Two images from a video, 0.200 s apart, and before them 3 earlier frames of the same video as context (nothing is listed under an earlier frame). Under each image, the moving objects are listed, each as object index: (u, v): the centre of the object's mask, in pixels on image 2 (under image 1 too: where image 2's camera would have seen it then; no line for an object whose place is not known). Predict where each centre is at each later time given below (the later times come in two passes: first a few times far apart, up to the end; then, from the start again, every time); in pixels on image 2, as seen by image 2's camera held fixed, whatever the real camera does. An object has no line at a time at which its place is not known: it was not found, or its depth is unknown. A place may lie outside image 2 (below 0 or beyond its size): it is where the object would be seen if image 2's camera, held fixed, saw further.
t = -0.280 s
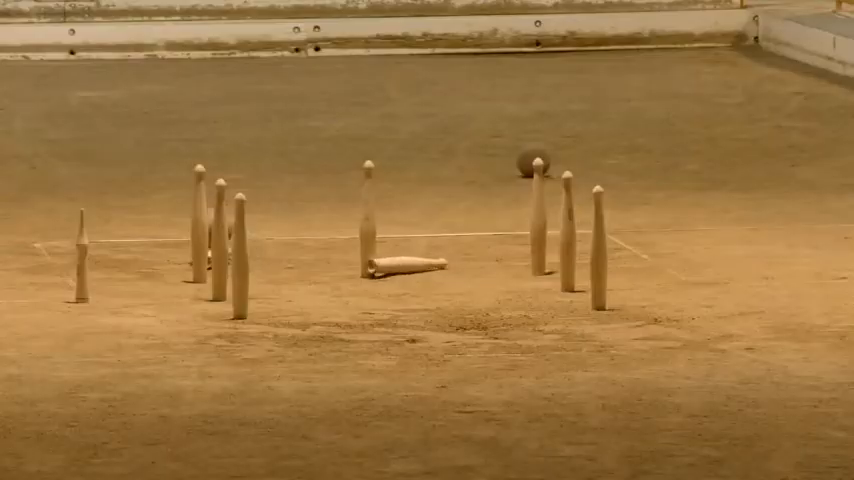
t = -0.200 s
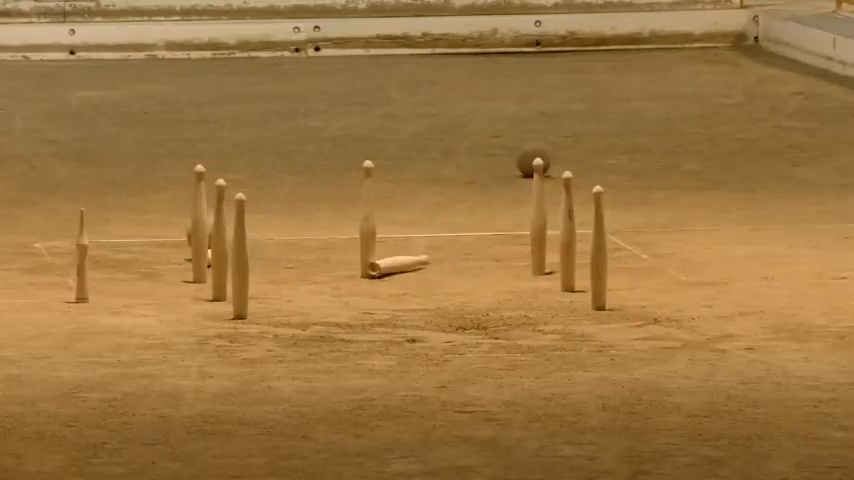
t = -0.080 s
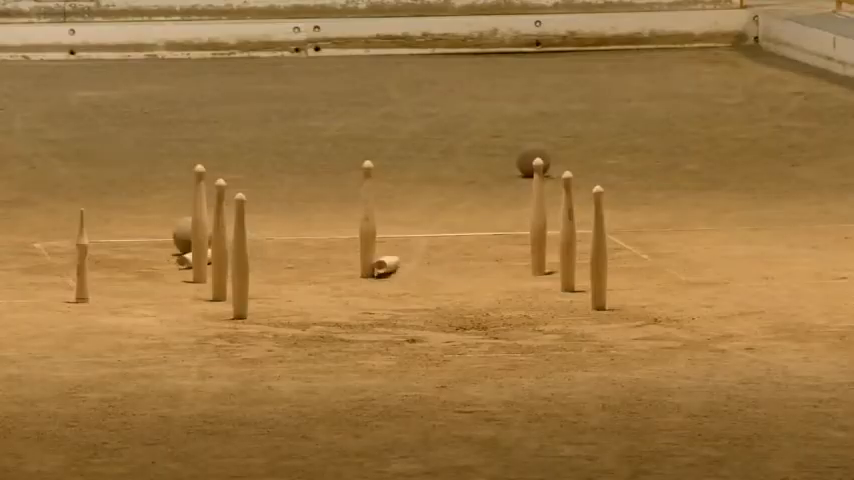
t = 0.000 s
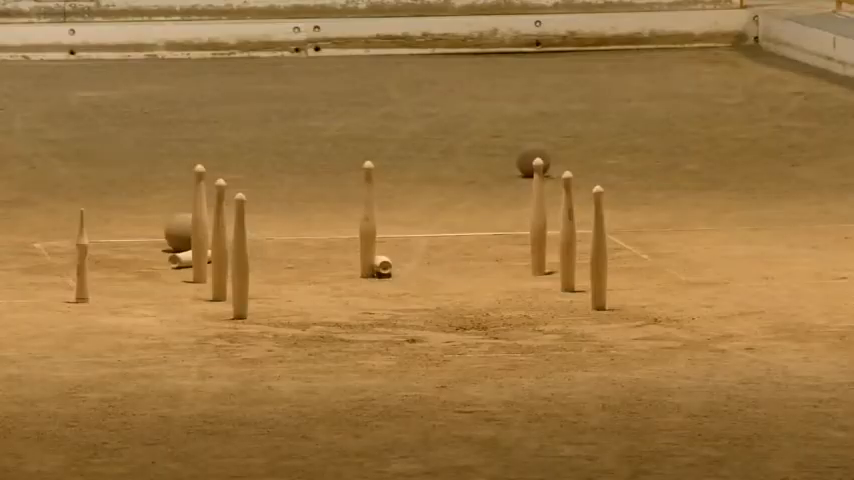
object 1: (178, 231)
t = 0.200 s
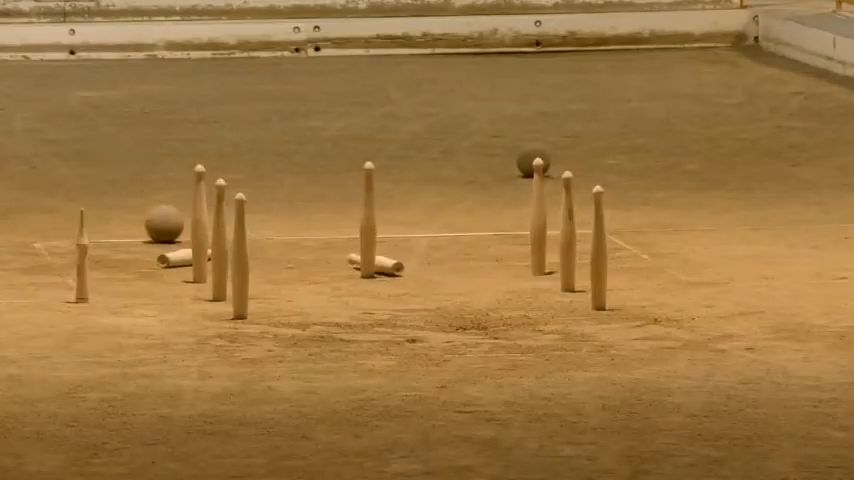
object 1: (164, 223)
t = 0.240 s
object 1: (161, 222)
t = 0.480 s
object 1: (140, 214)
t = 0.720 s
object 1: (124, 207)
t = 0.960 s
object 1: (110, 201)
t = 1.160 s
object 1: (102, 196)
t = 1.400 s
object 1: (97, 191)
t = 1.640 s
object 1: (94, 186)
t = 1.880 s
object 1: (93, 183)
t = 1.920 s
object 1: (96, 184)
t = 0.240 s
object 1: (161, 222)
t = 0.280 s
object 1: (157, 220)
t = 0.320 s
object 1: (154, 219)
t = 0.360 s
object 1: (150, 218)
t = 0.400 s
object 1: (147, 216)
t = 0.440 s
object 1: (144, 215)
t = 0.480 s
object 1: (140, 214)
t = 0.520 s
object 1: (138, 213)
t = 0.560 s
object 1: (136, 212)
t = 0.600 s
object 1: (133, 210)
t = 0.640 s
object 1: (131, 210)
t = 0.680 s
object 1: (127, 208)
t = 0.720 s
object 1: (124, 207)
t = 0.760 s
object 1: (121, 206)
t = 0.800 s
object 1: (119, 205)
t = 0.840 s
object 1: (116, 204)
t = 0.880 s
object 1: (114, 203)
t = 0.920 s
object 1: (112, 202)
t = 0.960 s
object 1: (110, 201)
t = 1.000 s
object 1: (108, 200)
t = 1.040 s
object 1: (106, 199)
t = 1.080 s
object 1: (104, 198)
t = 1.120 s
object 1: (103, 197)
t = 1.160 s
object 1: (102, 196)
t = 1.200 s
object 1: (101, 196)
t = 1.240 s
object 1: (99, 195)
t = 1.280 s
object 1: (98, 194)
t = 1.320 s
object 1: (98, 193)
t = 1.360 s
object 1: (97, 192)
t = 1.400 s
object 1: (97, 191)
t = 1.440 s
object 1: (96, 191)
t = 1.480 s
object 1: (96, 190)
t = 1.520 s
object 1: (95, 189)
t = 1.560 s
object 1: (95, 188)
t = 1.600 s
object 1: (94, 187)
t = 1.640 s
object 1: (94, 186)
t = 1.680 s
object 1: (94, 185)
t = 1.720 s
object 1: (94, 185)
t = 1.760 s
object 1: (94, 185)
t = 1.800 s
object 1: (94, 184)
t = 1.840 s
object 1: (93, 183)
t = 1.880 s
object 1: (93, 183)
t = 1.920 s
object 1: (96, 184)
